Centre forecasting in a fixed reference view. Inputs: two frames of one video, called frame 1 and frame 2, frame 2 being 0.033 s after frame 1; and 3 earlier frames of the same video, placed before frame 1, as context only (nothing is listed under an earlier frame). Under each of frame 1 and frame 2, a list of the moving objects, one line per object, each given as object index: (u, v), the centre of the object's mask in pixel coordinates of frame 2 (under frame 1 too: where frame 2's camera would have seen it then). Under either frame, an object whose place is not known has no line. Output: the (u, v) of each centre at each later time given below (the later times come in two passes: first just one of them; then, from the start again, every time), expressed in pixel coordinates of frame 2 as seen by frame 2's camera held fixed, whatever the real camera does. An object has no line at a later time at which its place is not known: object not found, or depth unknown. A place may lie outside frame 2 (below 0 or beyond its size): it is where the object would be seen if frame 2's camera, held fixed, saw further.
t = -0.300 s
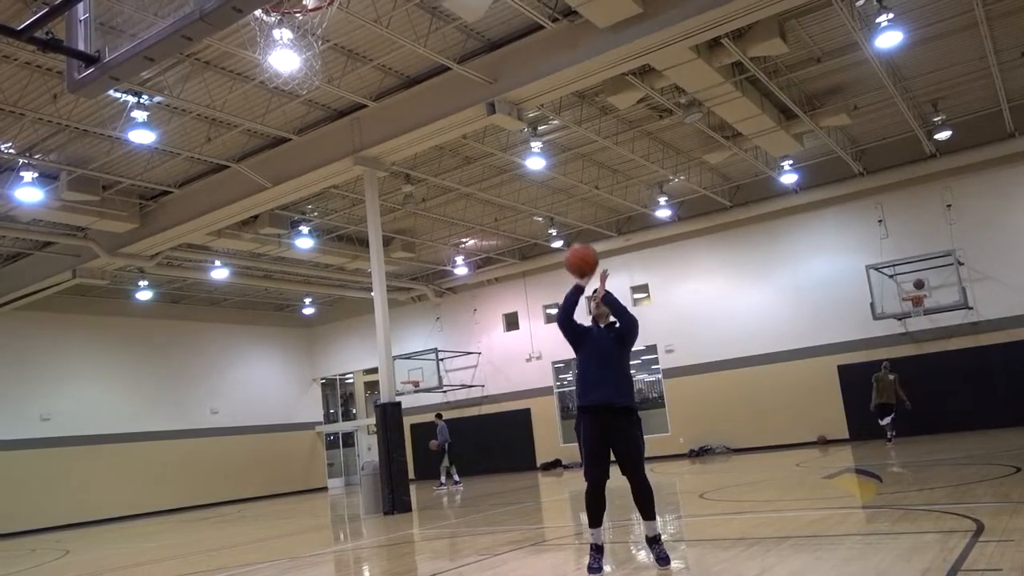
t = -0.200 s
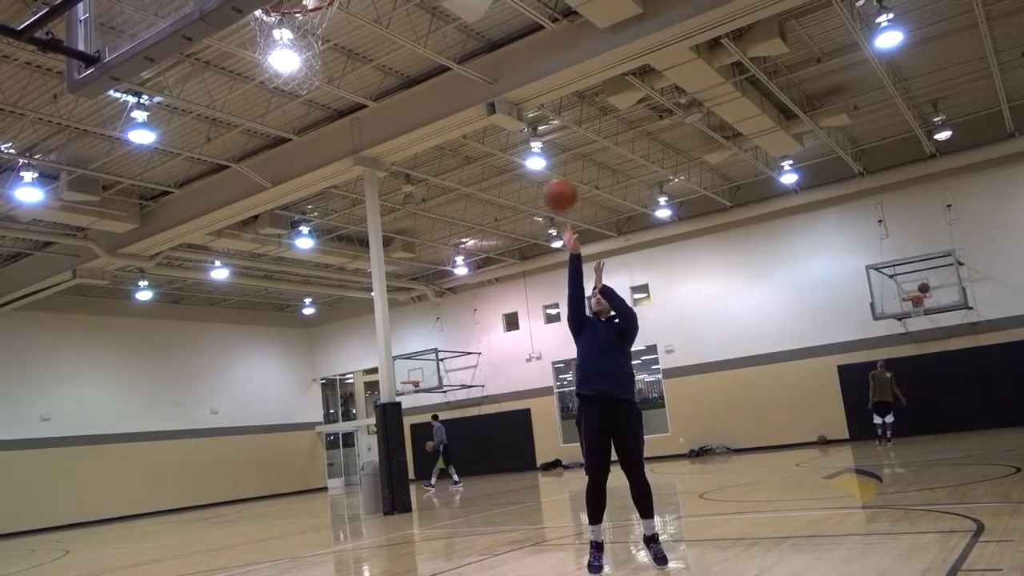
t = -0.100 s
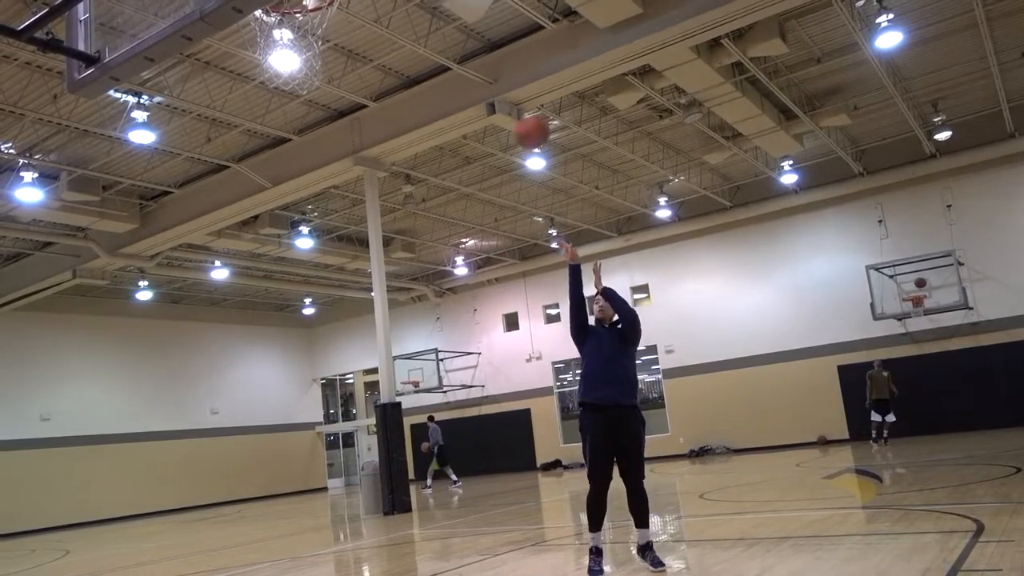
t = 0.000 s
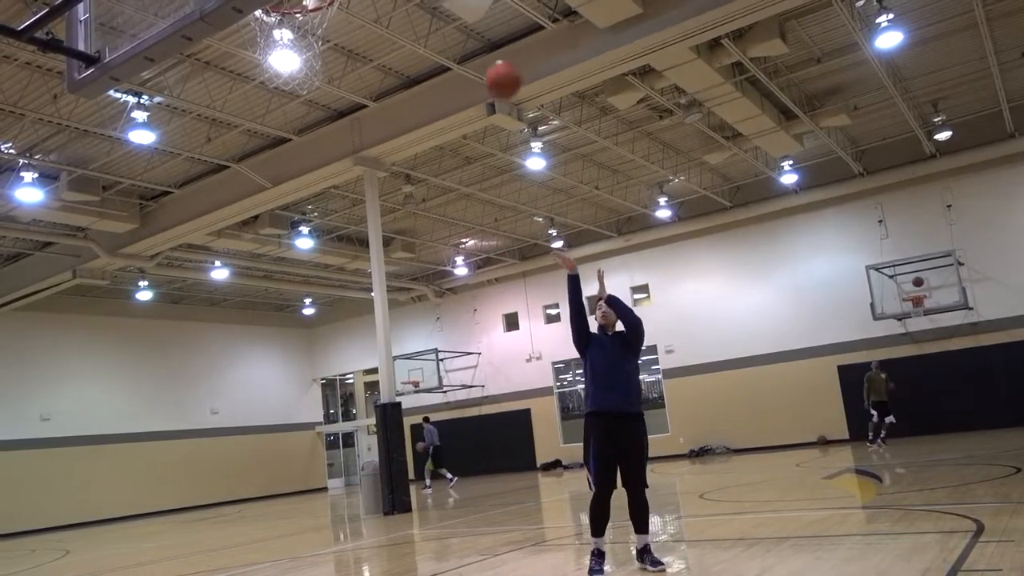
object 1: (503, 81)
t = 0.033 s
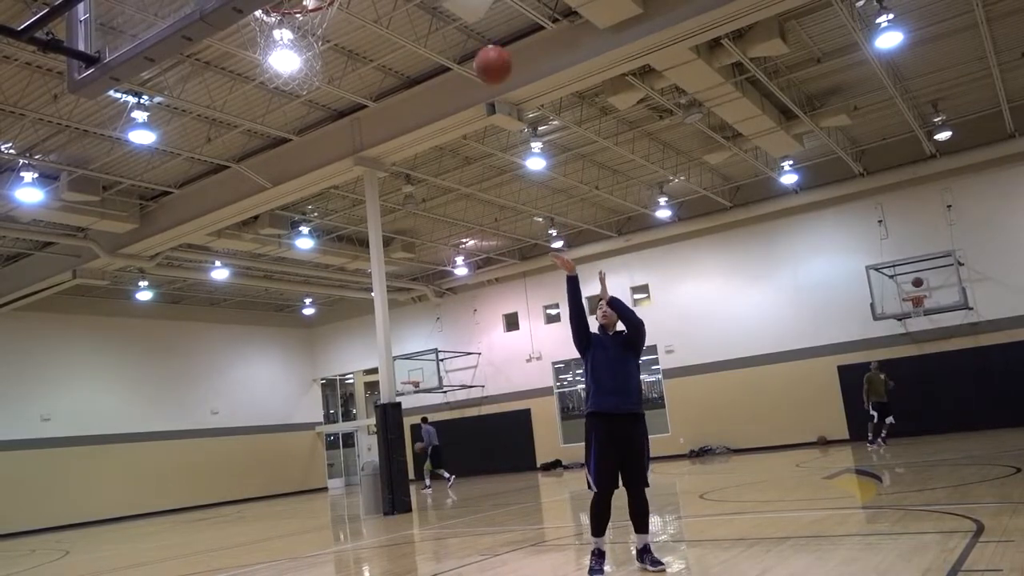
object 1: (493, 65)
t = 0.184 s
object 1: (448, 15)
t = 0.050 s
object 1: (488, 58)
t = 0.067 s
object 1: (483, 51)
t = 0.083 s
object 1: (479, 45)
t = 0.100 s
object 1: (474, 39)
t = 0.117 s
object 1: (469, 33)
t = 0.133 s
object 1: (464, 26)
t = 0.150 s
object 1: (459, 21)
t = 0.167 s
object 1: (454, 18)
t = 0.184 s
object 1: (448, 15)
